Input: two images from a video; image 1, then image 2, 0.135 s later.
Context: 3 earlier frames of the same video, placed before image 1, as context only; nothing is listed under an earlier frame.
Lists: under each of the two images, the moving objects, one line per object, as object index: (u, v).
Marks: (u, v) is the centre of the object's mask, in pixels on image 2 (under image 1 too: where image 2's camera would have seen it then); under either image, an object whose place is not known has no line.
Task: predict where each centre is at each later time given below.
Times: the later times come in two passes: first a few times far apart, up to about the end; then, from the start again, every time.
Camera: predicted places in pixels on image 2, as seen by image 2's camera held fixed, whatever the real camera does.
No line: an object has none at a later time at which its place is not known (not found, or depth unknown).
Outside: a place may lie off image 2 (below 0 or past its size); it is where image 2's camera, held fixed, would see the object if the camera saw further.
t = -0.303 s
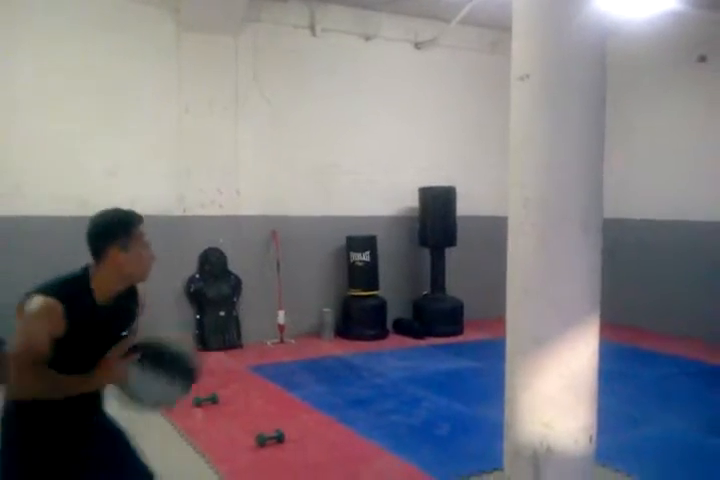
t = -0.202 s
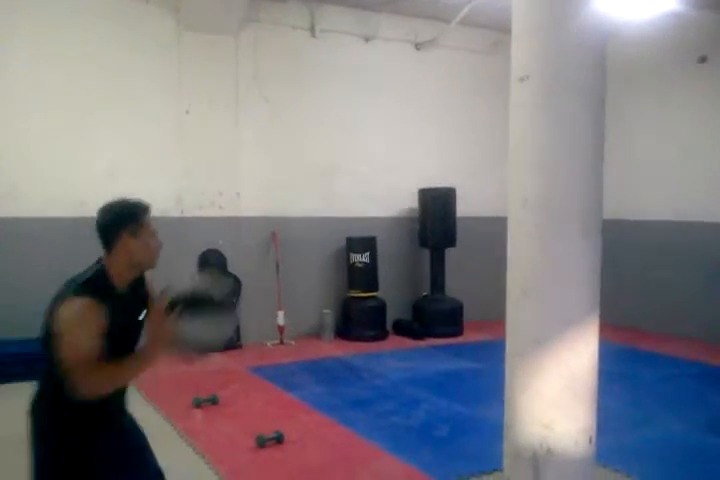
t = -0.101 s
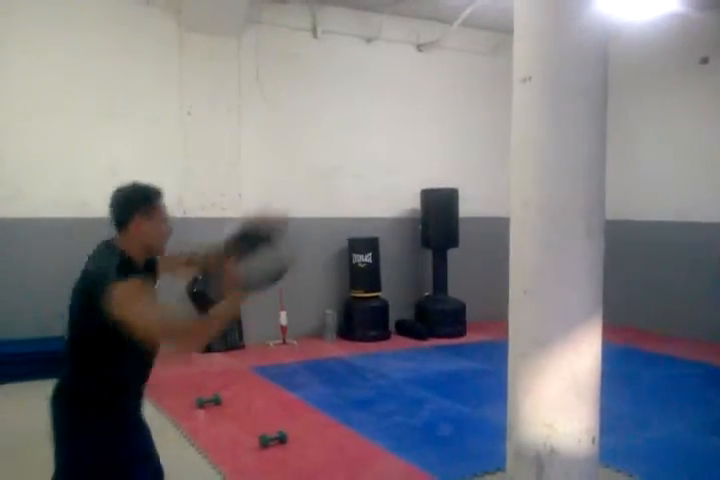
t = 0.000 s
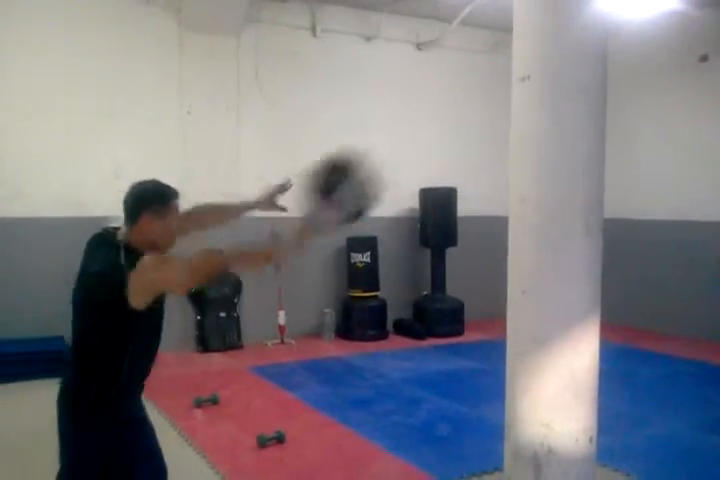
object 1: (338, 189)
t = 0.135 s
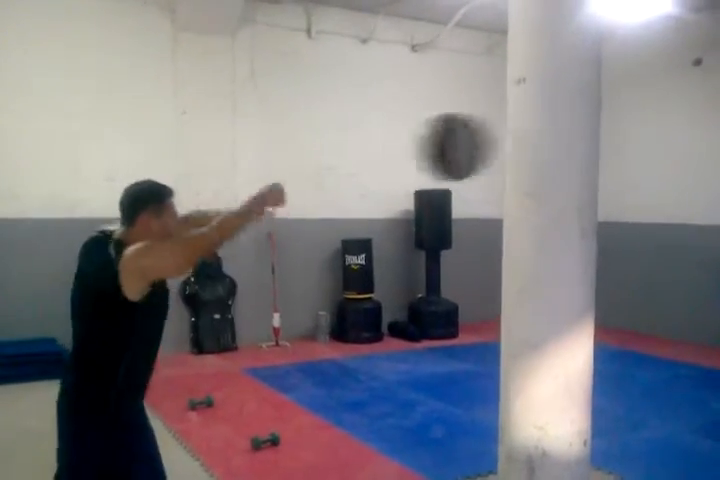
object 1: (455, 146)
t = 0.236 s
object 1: (488, 145)
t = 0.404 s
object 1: (388, 197)
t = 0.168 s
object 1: (482, 143)
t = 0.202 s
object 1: (501, 143)
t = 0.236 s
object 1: (488, 145)
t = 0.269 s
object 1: (471, 148)
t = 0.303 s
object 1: (454, 155)
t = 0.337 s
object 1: (433, 166)
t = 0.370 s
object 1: (411, 180)
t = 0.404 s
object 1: (388, 197)
